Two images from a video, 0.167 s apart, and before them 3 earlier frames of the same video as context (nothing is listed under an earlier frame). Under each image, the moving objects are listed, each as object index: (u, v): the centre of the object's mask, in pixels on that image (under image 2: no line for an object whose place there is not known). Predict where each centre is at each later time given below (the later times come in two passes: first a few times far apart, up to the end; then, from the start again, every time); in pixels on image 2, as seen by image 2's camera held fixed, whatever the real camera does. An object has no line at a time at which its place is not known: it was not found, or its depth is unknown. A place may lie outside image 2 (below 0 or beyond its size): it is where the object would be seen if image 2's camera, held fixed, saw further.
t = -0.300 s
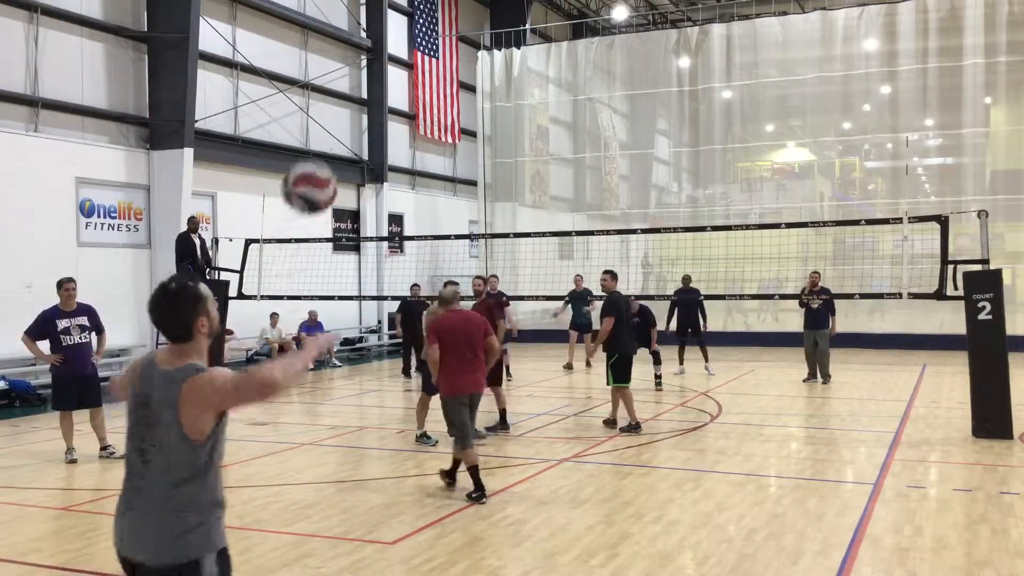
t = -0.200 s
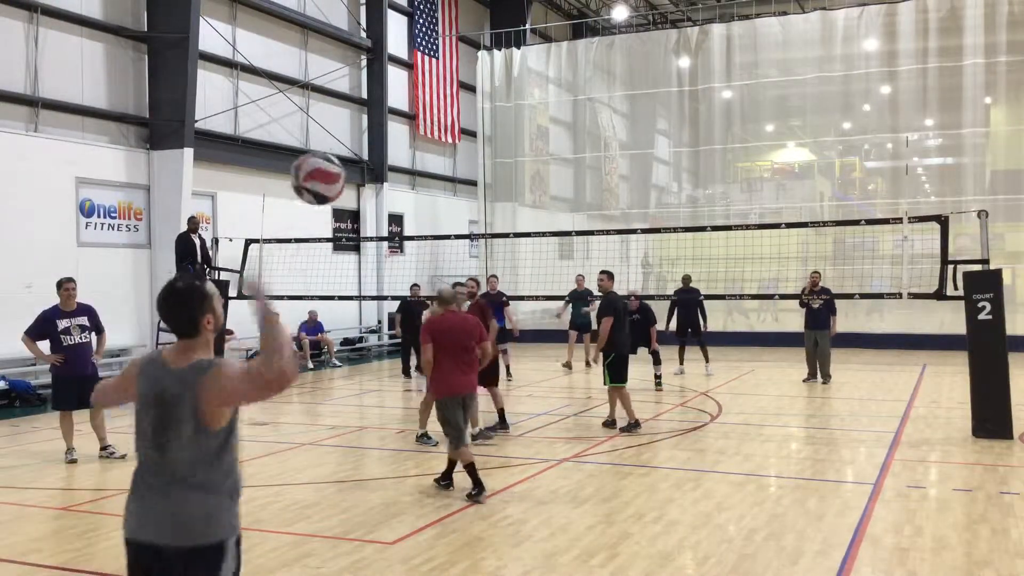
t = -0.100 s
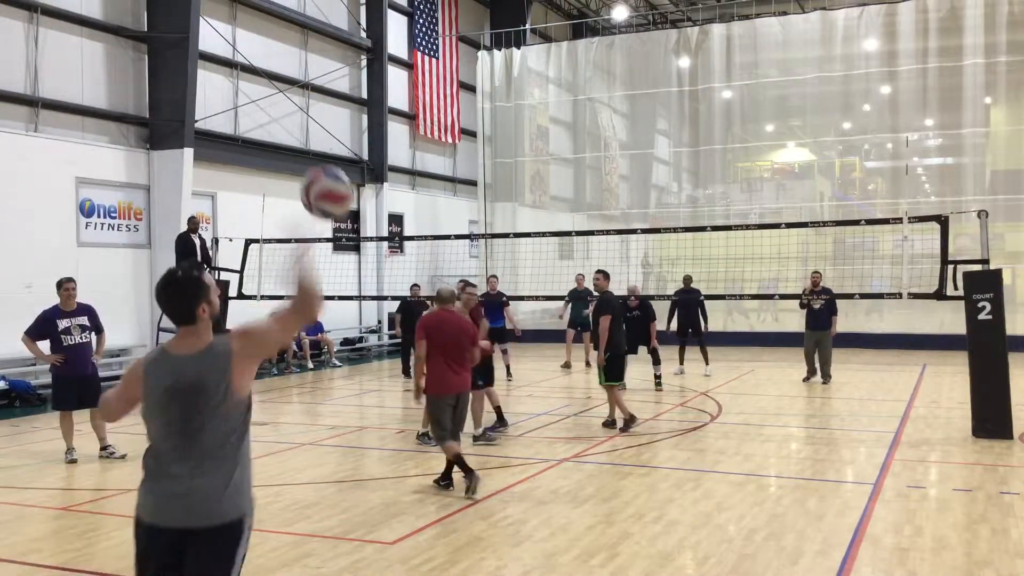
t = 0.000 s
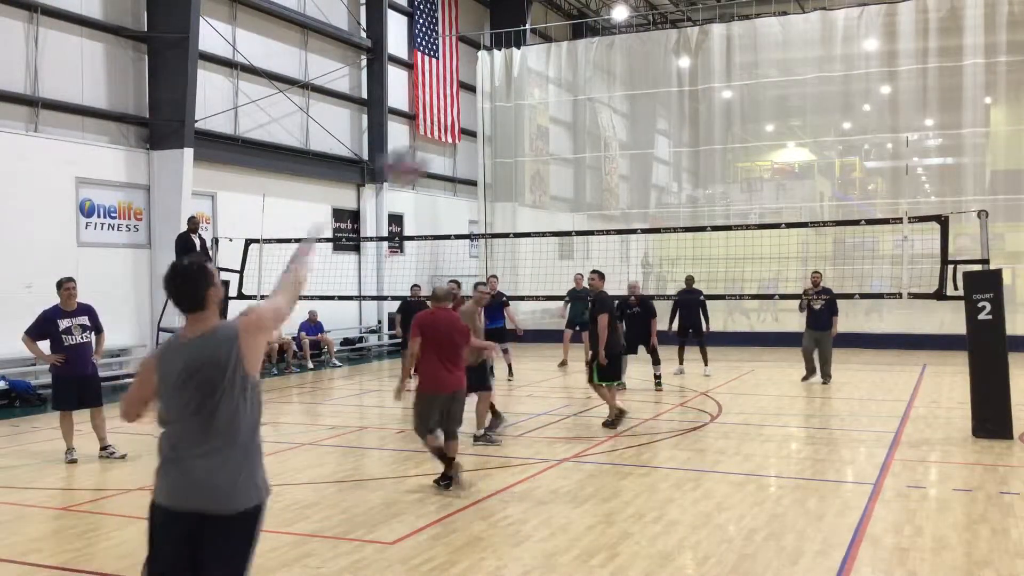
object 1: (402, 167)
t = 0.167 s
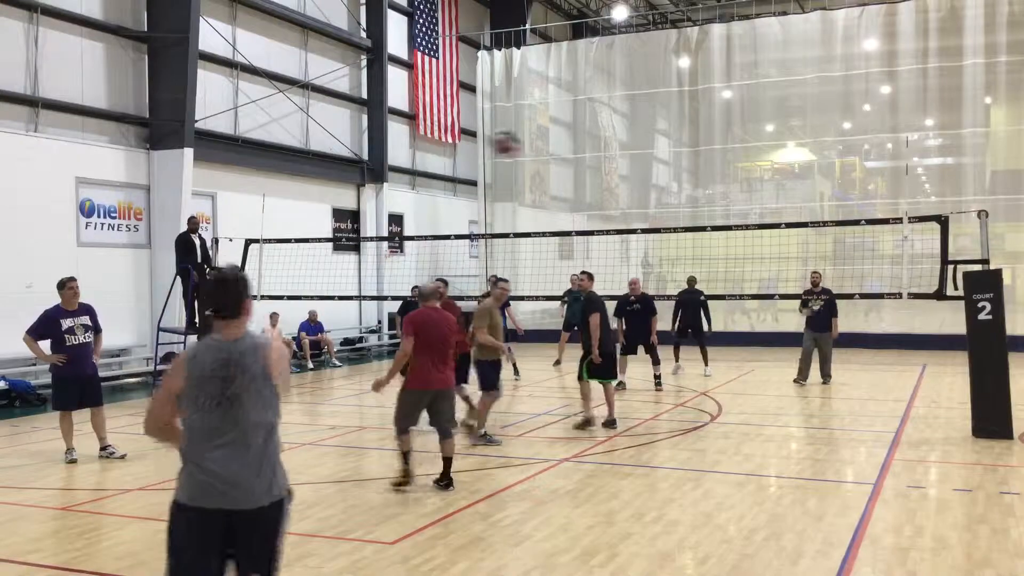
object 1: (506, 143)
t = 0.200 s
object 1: (519, 144)
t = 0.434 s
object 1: (578, 184)
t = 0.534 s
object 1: (591, 204)
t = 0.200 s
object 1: (519, 144)
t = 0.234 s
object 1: (532, 148)
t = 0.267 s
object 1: (542, 153)
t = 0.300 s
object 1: (551, 158)
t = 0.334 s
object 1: (558, 163)
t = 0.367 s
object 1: (565, 170)
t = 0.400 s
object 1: (571, 177)
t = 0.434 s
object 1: (578, 184)
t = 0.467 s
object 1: (583, 192)
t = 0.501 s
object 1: (588, 198)
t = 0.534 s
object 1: (591, 204)
